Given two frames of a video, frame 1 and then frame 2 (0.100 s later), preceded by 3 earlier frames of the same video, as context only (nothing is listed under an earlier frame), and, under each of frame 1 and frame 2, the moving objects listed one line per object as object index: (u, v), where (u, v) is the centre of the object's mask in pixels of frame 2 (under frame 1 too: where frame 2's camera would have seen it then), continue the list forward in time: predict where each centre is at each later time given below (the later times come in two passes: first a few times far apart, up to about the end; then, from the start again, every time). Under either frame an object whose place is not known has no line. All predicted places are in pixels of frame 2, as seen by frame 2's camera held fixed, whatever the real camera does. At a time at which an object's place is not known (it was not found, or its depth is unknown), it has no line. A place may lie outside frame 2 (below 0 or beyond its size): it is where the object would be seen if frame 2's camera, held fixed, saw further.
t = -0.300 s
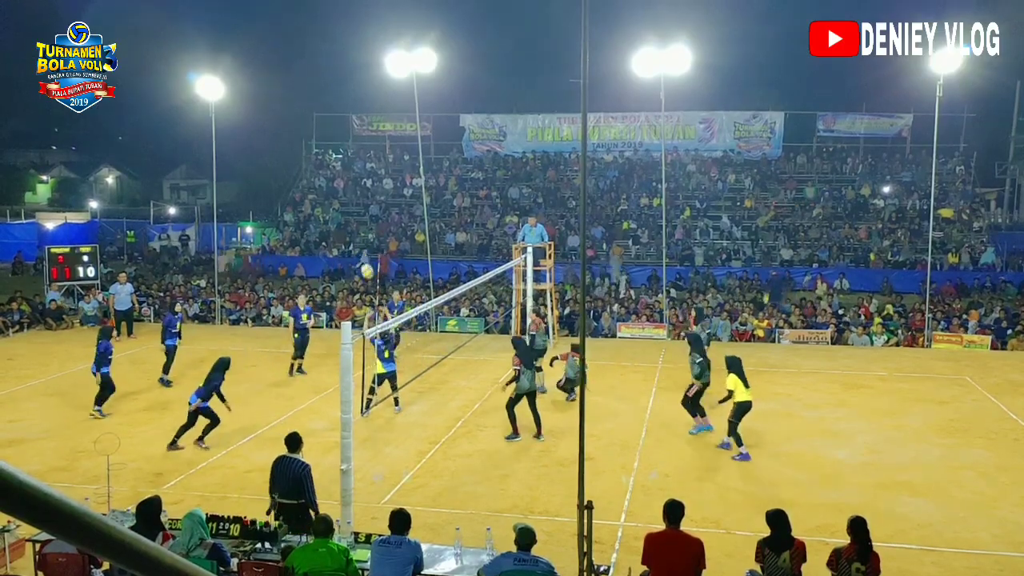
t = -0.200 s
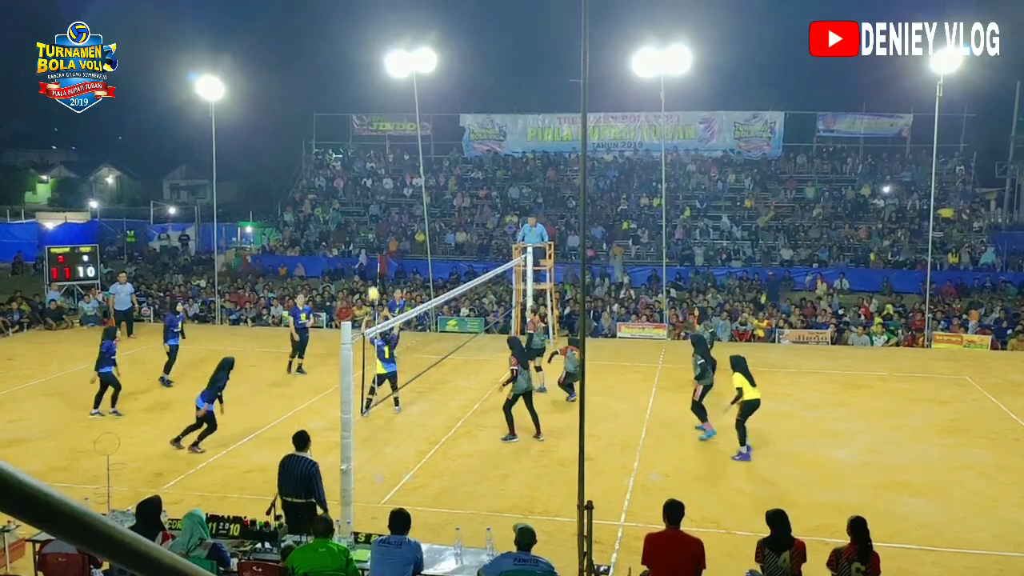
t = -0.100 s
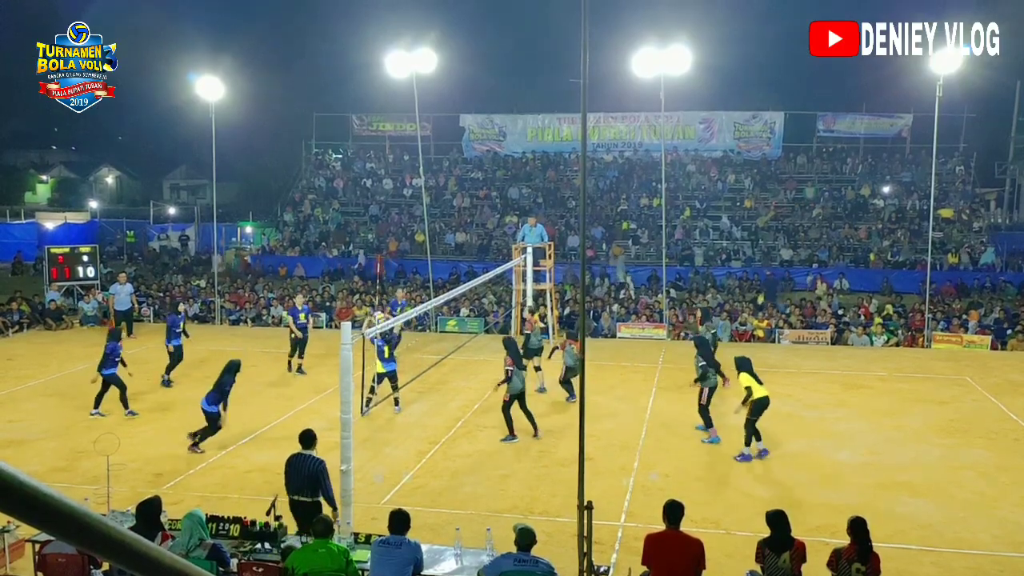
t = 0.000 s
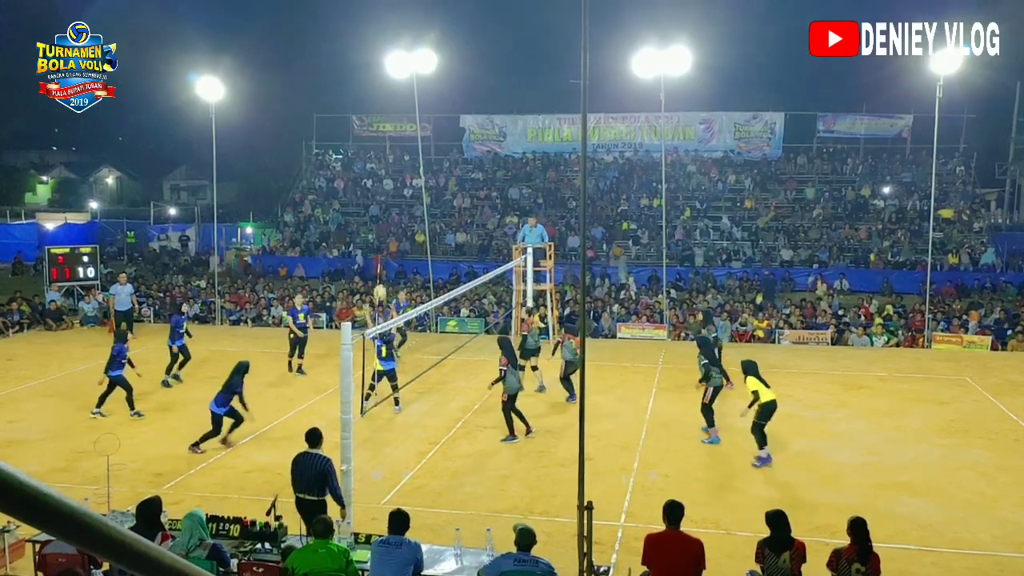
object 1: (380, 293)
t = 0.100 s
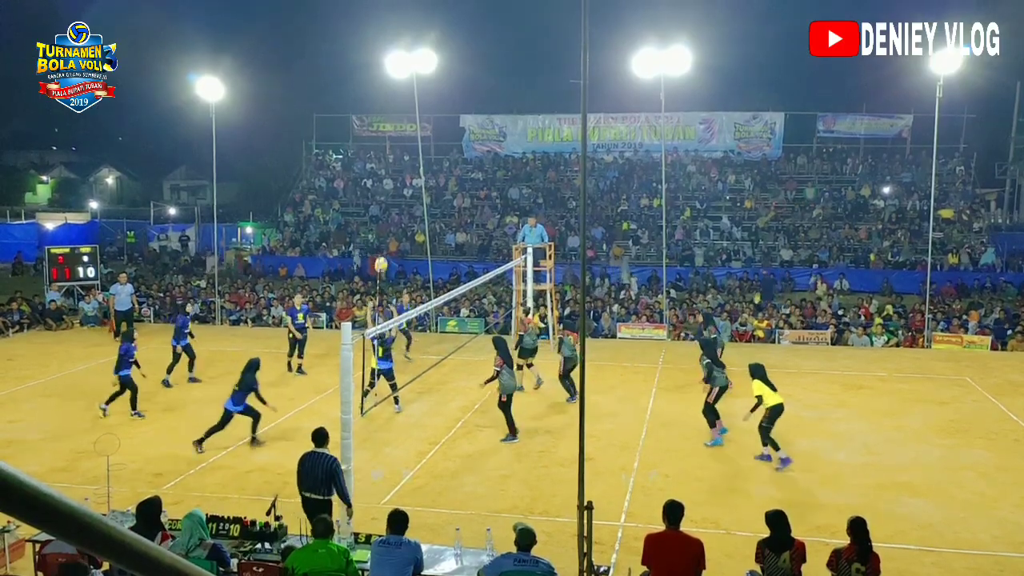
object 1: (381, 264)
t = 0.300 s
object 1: (383, 224)
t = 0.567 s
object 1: (387, 207)
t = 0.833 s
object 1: (392, 233)
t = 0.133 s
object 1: (381, 255)
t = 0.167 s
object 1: (381, 248)
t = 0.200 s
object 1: (382, 241)
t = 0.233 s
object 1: (382, 235)
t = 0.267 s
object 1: (383, 229)
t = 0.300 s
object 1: (383, 224)
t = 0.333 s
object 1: (384, 220)
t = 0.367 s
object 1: (384, 216)
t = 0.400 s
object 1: (385, 213)
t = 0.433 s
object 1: (385, 210)
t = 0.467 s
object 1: (386, 208)
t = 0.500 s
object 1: (386, 207)
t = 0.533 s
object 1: (387, 207)
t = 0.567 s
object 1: (387, 207)
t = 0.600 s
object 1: (388, 207)
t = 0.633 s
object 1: (388, 209)
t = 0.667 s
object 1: (389, 211)
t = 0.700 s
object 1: (390, 214)
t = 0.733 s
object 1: (390, 218)
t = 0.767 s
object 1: (391, 222)
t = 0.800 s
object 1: (392, 227)
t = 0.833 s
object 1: (392, 233)
